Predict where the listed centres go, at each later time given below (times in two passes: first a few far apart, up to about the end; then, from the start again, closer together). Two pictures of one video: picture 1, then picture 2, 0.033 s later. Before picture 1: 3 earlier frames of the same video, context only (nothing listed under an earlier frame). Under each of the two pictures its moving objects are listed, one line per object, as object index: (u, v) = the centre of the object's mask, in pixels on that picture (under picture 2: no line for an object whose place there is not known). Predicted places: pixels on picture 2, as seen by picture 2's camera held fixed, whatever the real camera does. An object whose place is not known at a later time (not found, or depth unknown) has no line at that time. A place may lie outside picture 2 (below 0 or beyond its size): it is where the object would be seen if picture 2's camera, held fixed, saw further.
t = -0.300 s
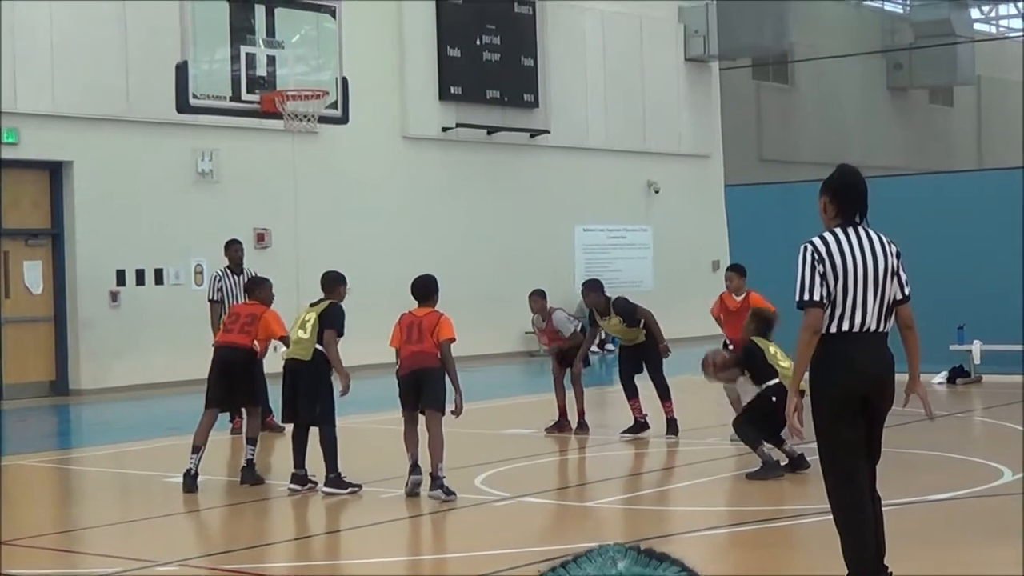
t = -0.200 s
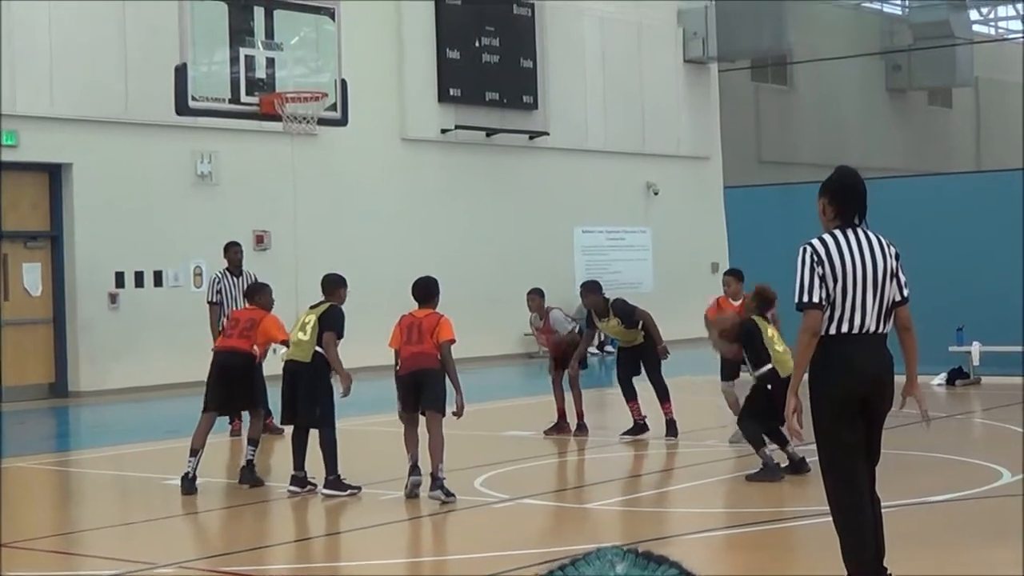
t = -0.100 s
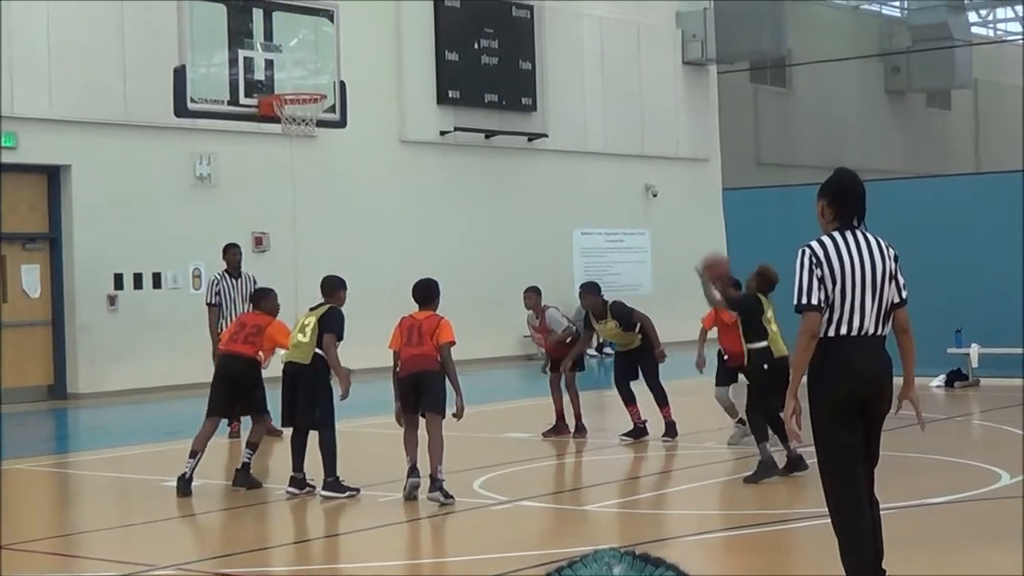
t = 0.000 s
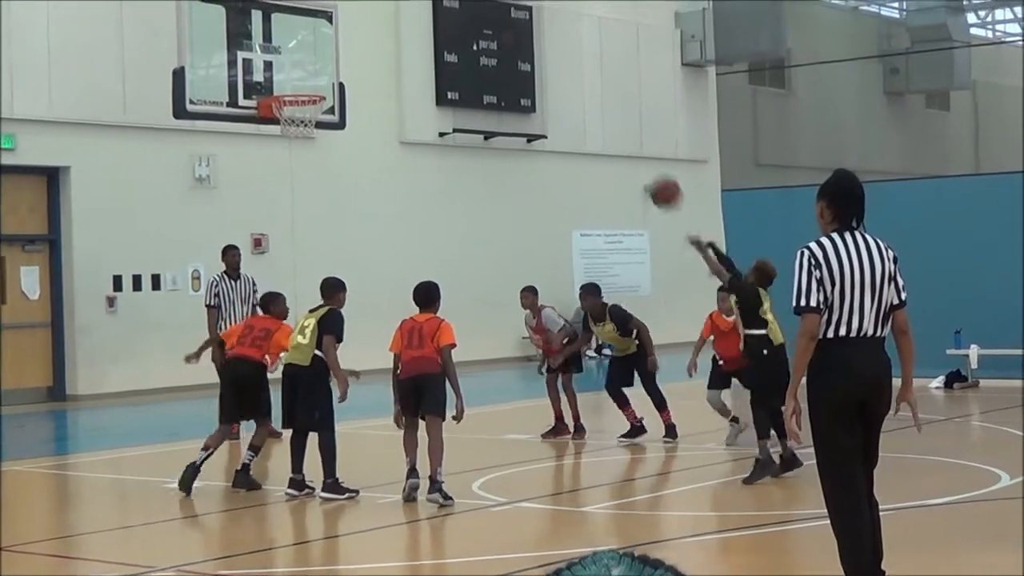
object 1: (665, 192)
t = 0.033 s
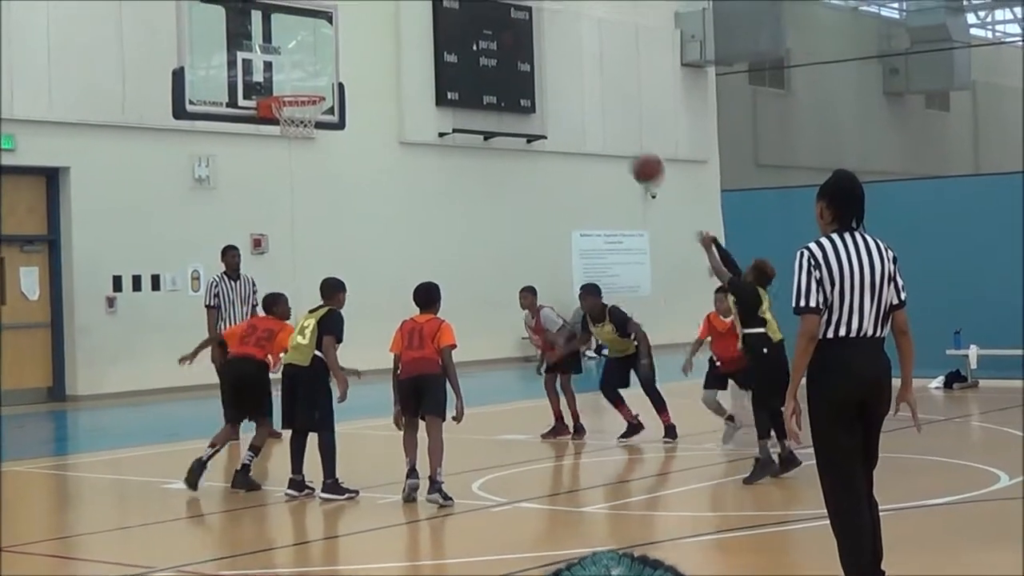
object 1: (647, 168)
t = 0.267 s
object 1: (531, 52)
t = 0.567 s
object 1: (405, 17)
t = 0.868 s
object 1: (298, 81)
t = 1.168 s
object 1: (274, 73)
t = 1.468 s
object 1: (300, 87)
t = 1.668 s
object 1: (296, 113)
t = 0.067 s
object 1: (630, 146)
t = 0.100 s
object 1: (613, 127)
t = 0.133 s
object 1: (596, 109)
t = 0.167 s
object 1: (580, 92)
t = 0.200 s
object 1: (564, 77)
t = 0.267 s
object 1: (531, 52)
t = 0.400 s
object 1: (474, 20)
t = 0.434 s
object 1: (460, 15)
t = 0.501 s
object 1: (433, 15)
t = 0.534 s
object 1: (418, 16)
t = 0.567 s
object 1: (405, 17)
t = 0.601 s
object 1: (392, 20)
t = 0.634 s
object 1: (379, 23)
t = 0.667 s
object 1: (366, 30)
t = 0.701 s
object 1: (354, 36)
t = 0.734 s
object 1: (342, 44)
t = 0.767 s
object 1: (330, 53)
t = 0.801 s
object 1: (318, 64)
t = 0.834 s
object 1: (307, 75)
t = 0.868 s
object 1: (298, 81)
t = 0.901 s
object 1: (293, 79)
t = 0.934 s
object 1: (288, 79)
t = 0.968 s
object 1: (283, 79)
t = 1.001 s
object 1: (279, 81)
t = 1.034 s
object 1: (273, 84)
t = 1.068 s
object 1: (268, 83)
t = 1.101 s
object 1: (265, 82)
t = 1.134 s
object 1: (269, 76)
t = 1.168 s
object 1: (274, 73)
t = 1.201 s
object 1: (278, 71)
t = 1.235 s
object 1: (282, 70)
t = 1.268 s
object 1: (287, 71)
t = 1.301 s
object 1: (292, 73)
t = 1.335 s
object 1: (296, 77)
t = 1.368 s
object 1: (301, 81)
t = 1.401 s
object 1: (306, 85)
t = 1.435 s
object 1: (303, 86)
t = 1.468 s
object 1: (300, 87)
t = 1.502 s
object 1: (296, 89)
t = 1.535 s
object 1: (293, 90)
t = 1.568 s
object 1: (291, 101)
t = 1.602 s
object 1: (294, 107)
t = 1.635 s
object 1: (296, 109)
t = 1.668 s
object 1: (296, 113)
